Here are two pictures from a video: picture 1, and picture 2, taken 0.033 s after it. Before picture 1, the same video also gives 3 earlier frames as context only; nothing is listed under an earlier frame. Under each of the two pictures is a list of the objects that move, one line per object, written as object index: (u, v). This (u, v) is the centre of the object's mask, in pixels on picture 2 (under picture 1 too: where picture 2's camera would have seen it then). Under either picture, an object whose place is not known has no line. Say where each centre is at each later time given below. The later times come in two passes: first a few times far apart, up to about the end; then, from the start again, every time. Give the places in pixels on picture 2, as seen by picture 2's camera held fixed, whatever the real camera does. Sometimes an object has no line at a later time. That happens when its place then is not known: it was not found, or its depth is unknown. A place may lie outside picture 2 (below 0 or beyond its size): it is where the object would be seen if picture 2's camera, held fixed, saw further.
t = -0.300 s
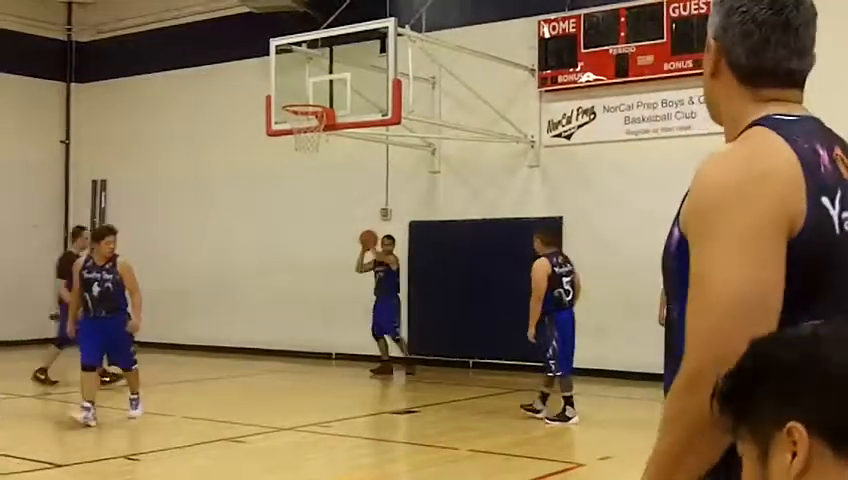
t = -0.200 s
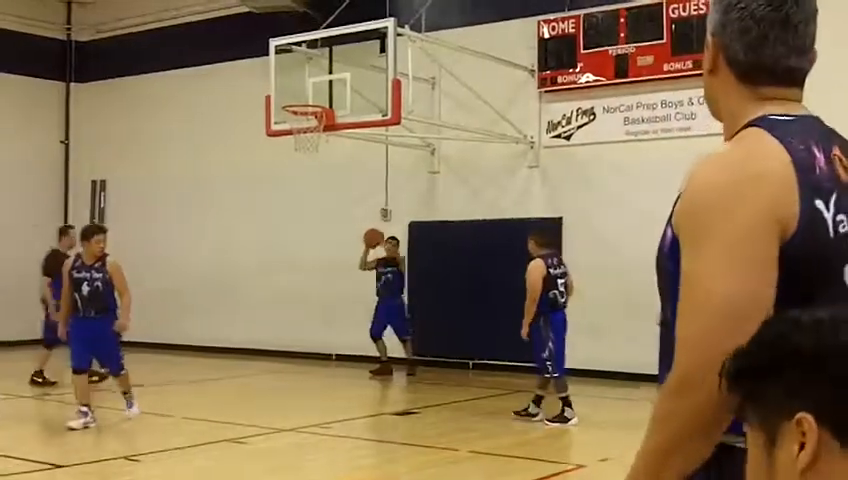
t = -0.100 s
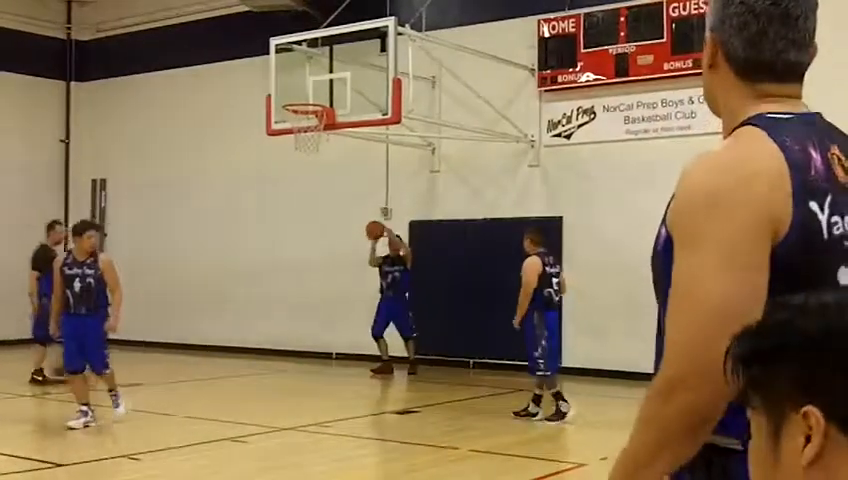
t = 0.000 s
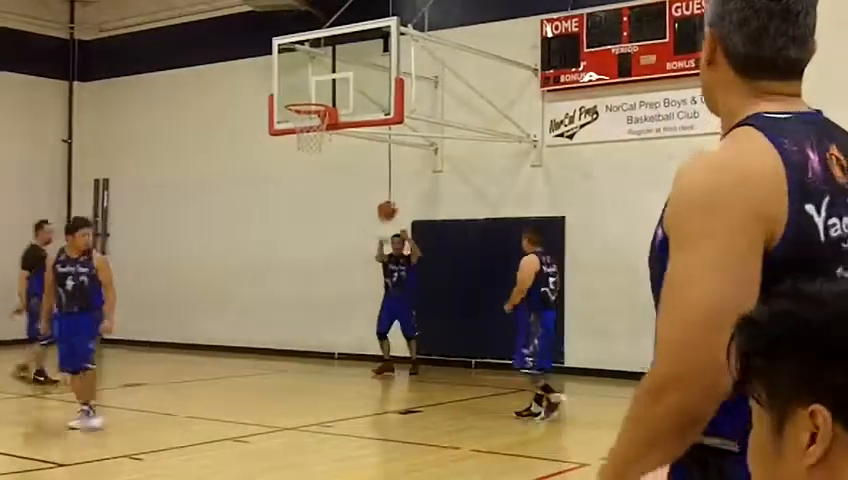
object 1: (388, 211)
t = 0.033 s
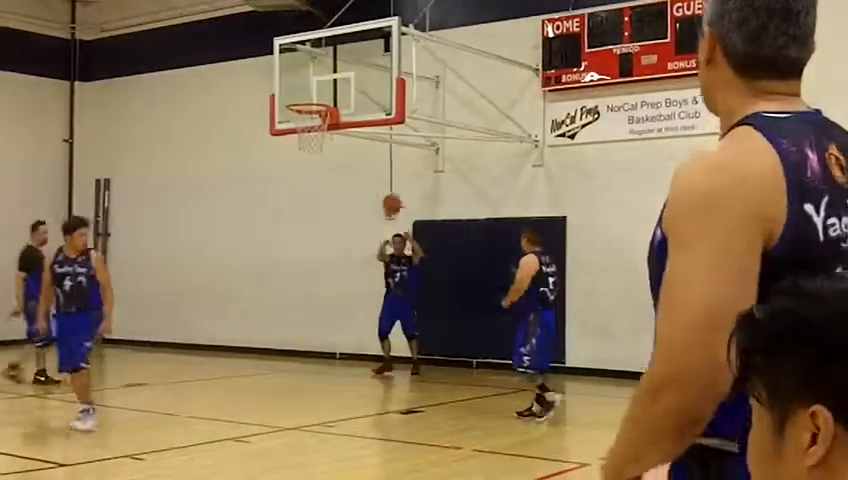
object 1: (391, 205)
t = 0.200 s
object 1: (414, 186)
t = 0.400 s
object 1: (445, 197)
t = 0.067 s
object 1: (396, 198)
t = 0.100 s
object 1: (400, 195)
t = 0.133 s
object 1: (405, 190)
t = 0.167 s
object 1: (410, 187)
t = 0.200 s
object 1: (414, 186)
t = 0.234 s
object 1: (419, 185)
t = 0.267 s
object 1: (424, 185)
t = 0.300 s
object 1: (429, 186)
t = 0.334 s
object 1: (435, 188)
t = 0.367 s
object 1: (440, 192)
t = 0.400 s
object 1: (445, 197)
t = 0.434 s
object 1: (451, 203)
